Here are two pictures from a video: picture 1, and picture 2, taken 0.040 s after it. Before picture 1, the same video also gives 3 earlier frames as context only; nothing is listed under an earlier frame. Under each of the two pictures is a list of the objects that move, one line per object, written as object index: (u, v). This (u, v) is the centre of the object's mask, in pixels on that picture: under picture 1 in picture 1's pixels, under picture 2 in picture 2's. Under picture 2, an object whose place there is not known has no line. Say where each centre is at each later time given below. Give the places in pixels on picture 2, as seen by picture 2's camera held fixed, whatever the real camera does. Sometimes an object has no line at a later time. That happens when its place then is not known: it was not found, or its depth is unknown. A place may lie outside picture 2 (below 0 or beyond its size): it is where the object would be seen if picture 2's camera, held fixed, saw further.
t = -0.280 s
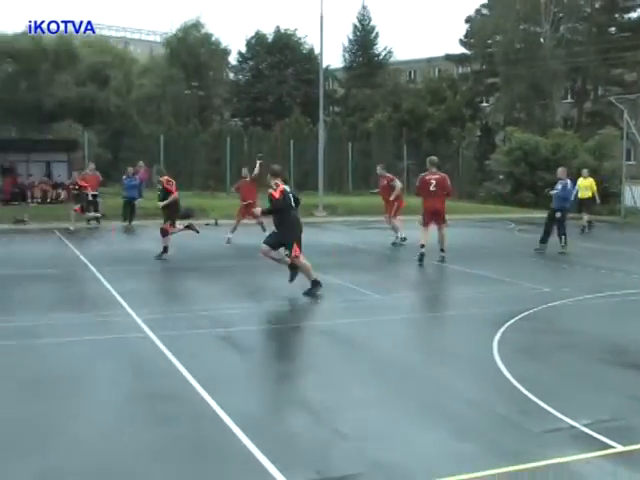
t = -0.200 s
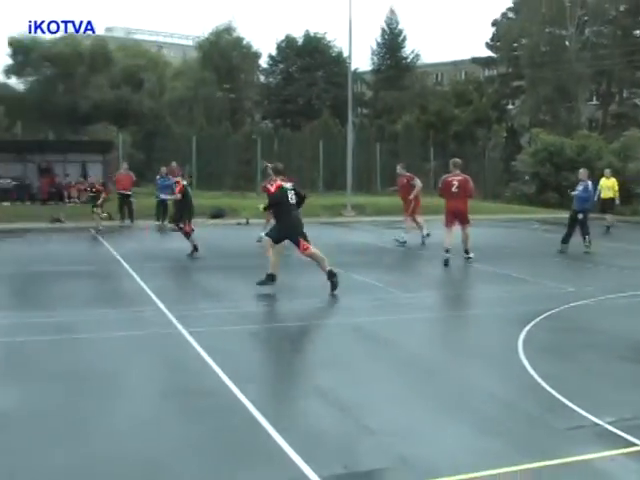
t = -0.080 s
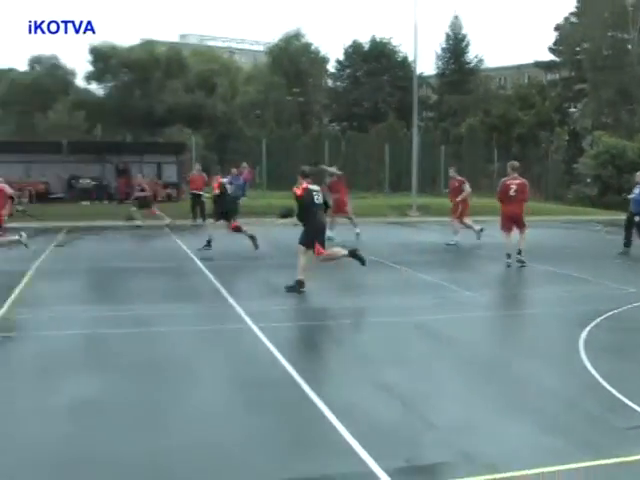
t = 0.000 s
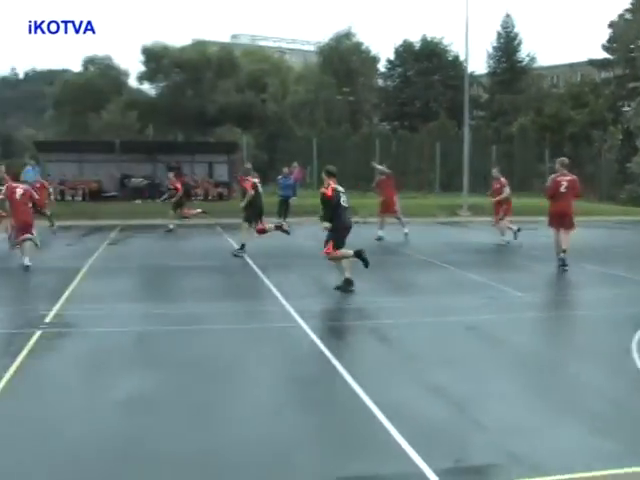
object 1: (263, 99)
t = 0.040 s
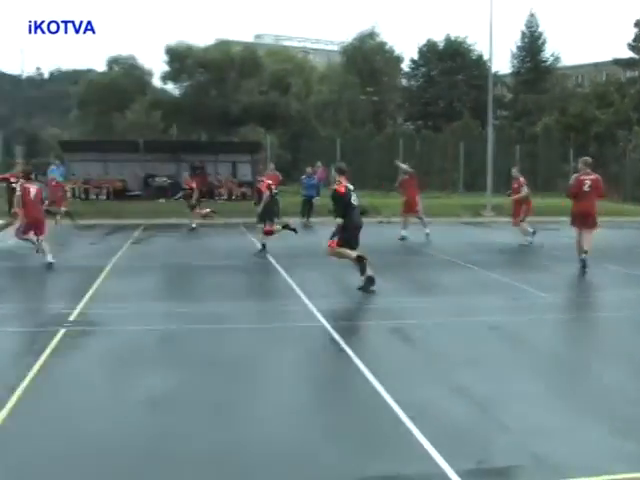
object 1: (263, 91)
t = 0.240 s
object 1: (145, 64)
